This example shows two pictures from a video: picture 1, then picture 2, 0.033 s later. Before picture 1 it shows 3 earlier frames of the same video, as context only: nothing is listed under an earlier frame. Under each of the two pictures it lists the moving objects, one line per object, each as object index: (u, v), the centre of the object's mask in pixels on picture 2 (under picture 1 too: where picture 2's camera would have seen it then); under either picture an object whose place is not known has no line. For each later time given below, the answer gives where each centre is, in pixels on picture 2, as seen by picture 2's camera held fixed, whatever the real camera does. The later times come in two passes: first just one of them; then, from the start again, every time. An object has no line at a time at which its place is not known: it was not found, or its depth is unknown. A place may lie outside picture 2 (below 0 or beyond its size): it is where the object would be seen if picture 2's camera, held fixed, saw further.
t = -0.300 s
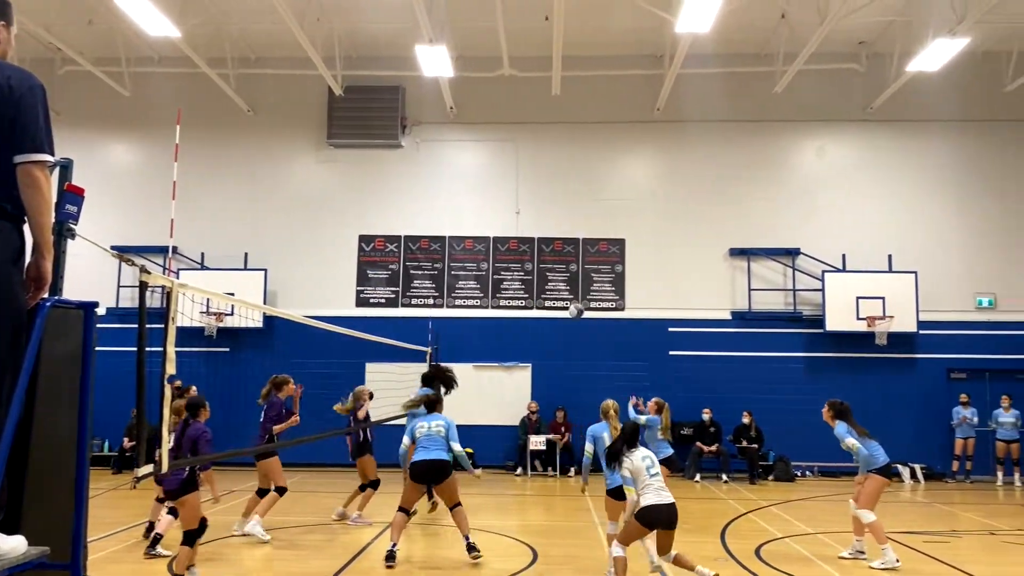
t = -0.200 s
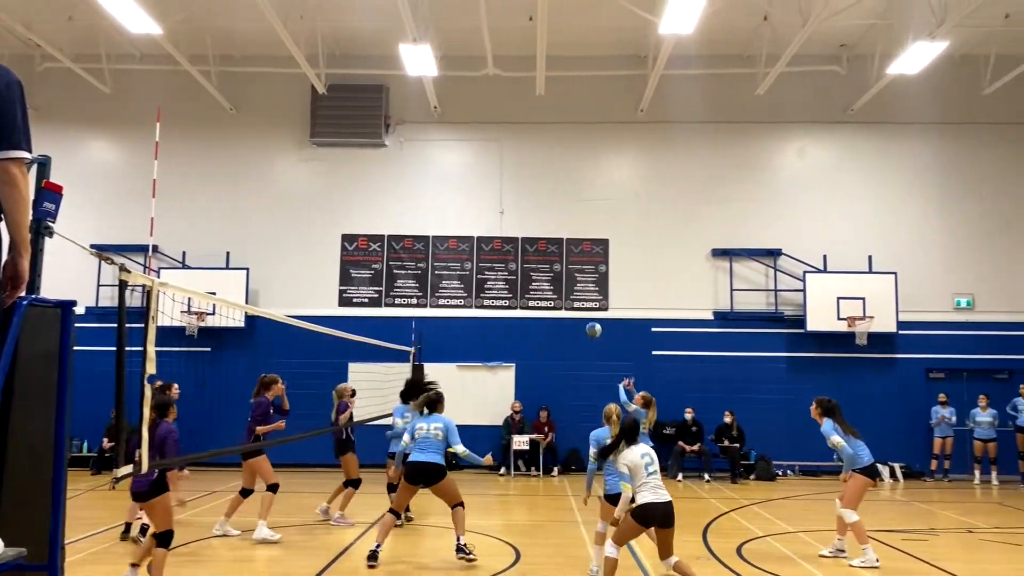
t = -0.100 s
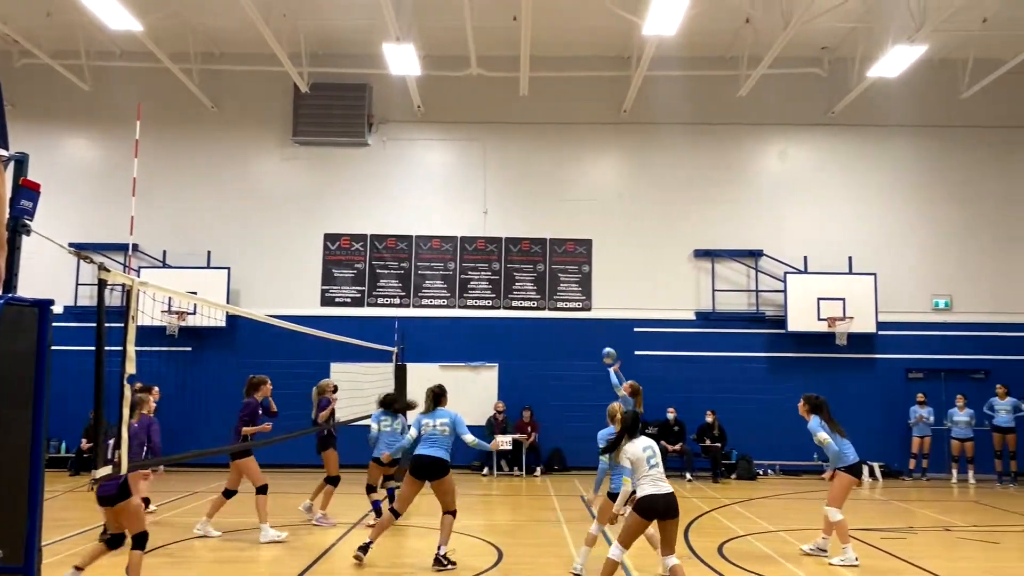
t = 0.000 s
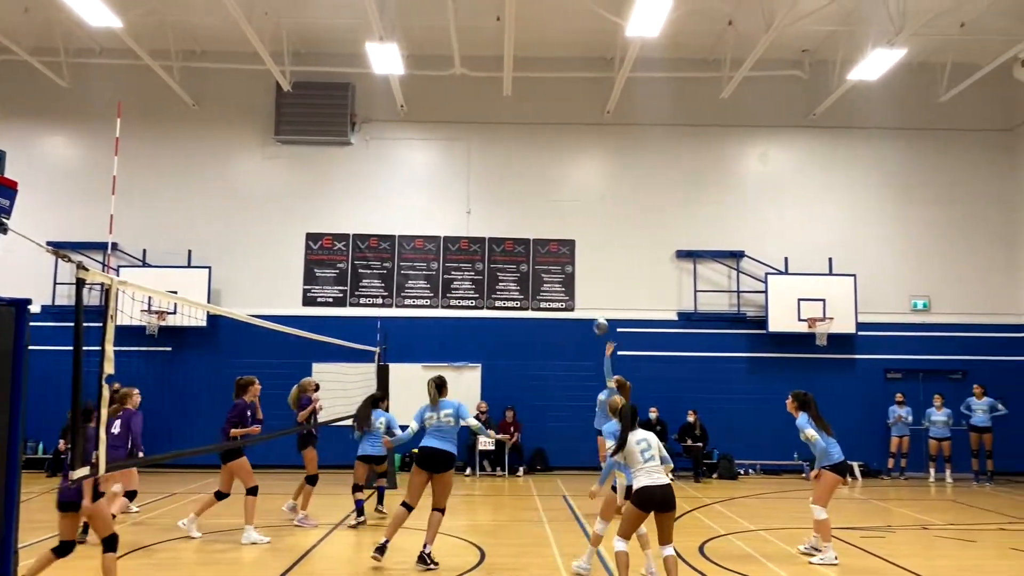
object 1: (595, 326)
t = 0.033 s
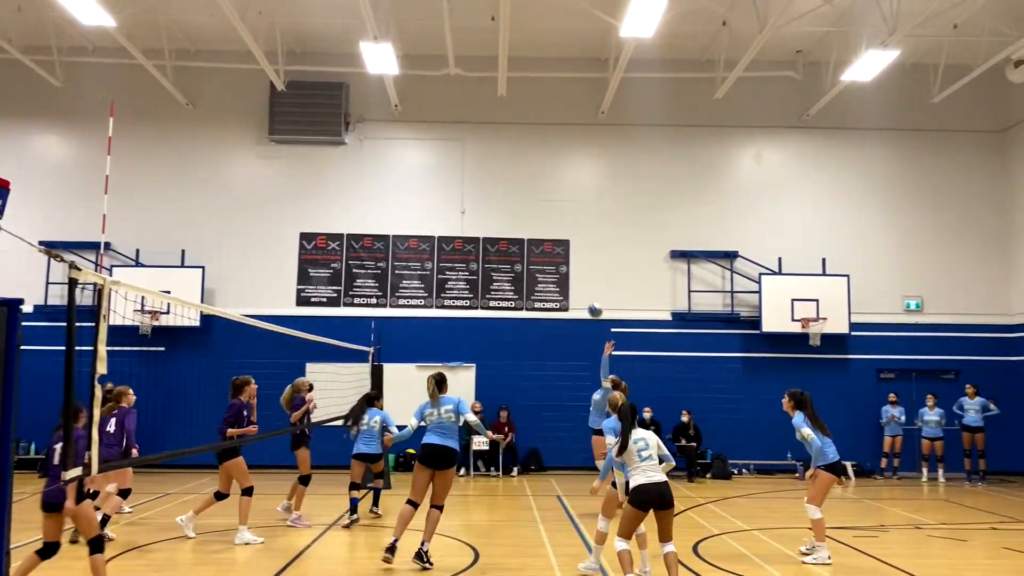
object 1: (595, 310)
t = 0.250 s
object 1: (594, 231)
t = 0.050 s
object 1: (595, 303)
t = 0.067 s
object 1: (595, 296)
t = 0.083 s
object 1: (595, 289)
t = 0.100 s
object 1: (595, 283)
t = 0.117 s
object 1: (595, 276)
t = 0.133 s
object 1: (595, 270)
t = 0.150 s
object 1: (594, 264)
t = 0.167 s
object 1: (594, 258)
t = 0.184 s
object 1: (594, 252)
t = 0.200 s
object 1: (594, 247)
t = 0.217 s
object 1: (594, 242)
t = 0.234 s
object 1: (594, 237)
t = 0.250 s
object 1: (594, 231)
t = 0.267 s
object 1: (594, 227)
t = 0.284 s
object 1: (594, 223)
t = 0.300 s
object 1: (594, 218)
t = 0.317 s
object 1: (594, 214)
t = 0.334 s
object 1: (594, 210)
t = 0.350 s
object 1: (594, 206)
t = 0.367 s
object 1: (593, 203)
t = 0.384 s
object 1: (593, 199)
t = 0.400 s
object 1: (594, 196)
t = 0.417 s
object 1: (594, 193)
